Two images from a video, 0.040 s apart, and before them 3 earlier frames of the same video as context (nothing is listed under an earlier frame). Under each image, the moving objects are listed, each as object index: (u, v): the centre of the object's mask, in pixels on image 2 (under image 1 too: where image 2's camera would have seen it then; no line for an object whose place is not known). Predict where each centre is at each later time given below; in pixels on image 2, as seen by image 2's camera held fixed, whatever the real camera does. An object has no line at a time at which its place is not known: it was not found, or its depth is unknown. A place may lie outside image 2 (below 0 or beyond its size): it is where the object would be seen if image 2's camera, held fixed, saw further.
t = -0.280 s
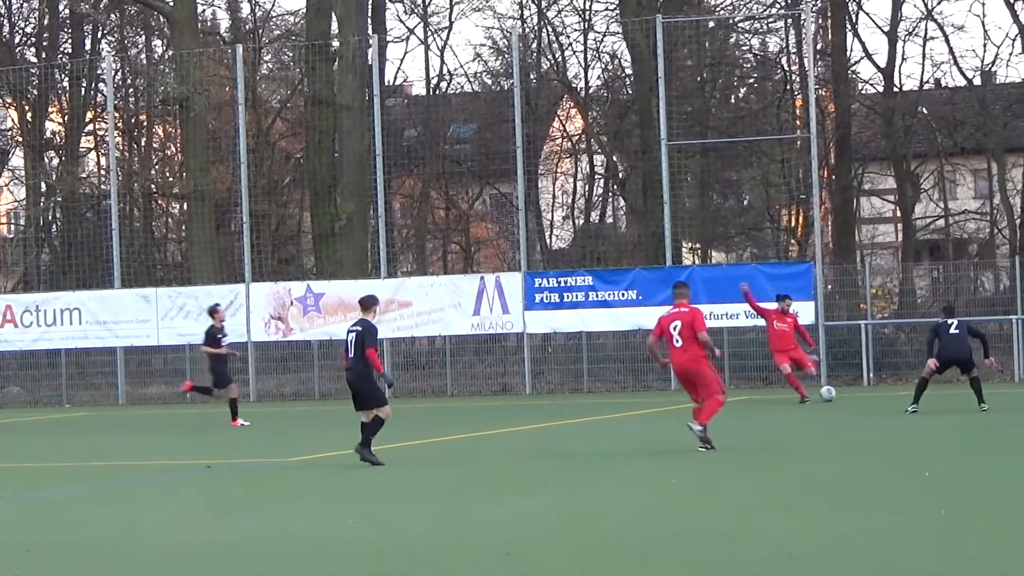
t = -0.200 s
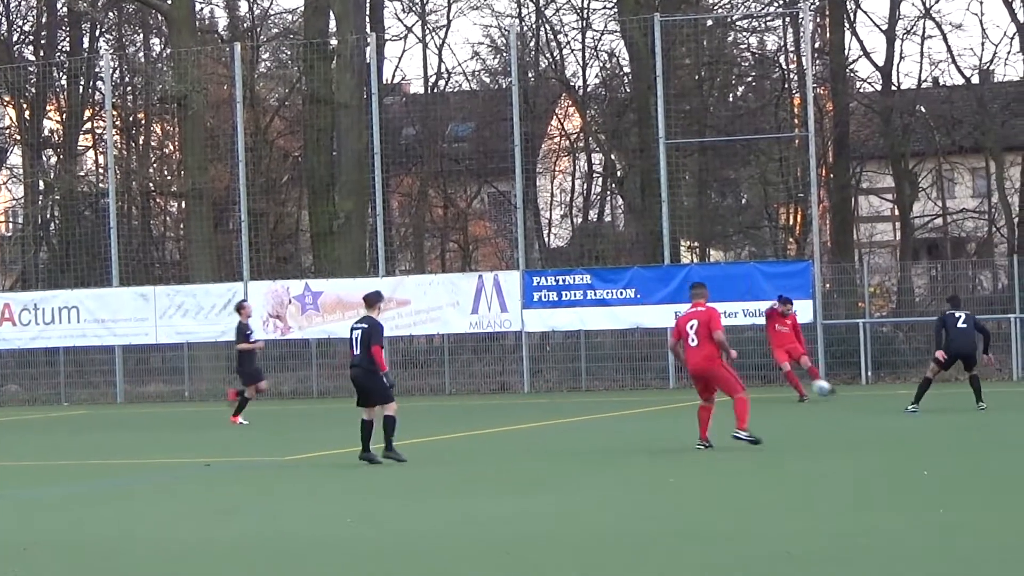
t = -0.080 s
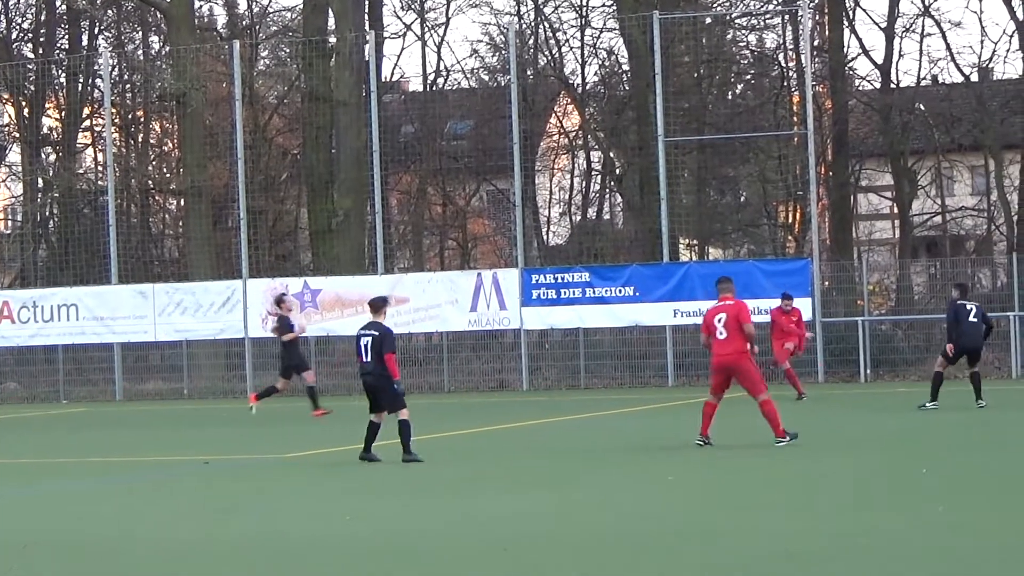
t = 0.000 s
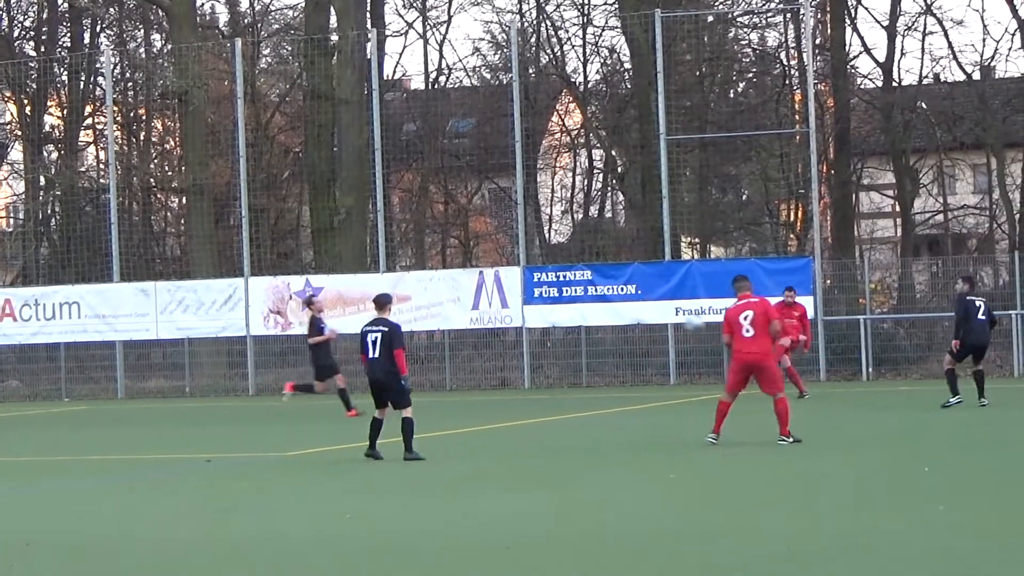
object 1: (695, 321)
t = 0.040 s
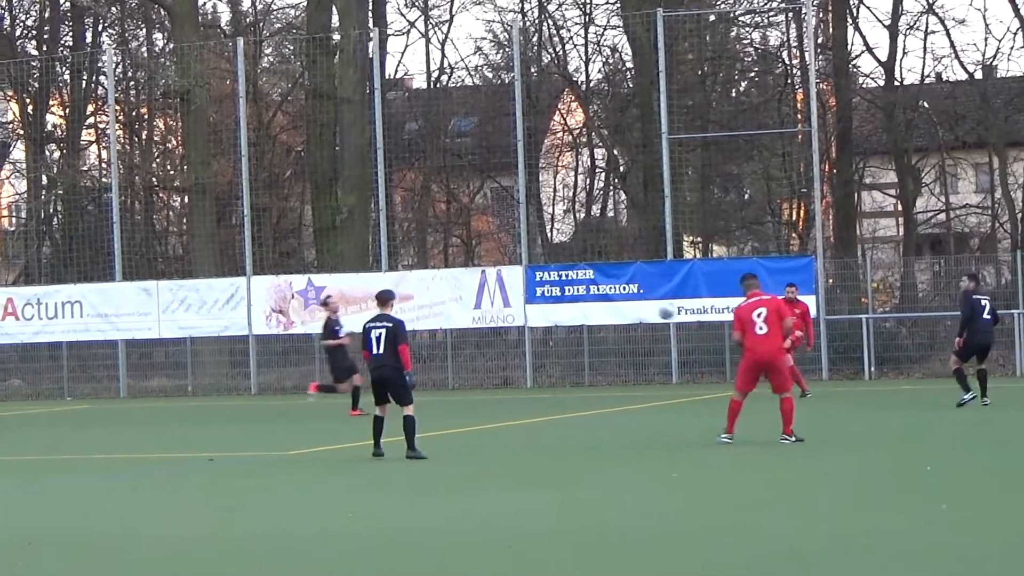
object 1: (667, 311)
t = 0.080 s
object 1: (636, 299)
